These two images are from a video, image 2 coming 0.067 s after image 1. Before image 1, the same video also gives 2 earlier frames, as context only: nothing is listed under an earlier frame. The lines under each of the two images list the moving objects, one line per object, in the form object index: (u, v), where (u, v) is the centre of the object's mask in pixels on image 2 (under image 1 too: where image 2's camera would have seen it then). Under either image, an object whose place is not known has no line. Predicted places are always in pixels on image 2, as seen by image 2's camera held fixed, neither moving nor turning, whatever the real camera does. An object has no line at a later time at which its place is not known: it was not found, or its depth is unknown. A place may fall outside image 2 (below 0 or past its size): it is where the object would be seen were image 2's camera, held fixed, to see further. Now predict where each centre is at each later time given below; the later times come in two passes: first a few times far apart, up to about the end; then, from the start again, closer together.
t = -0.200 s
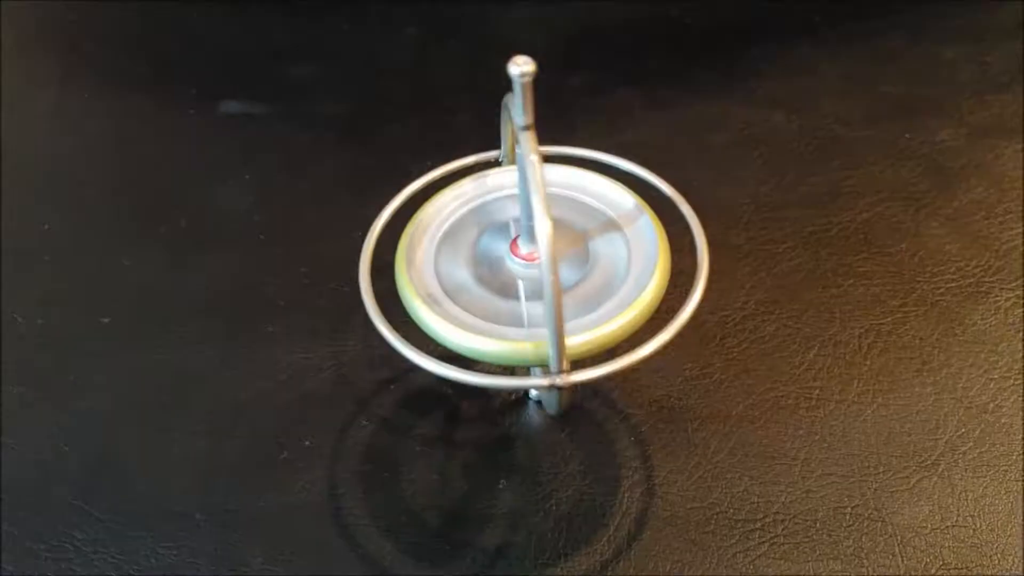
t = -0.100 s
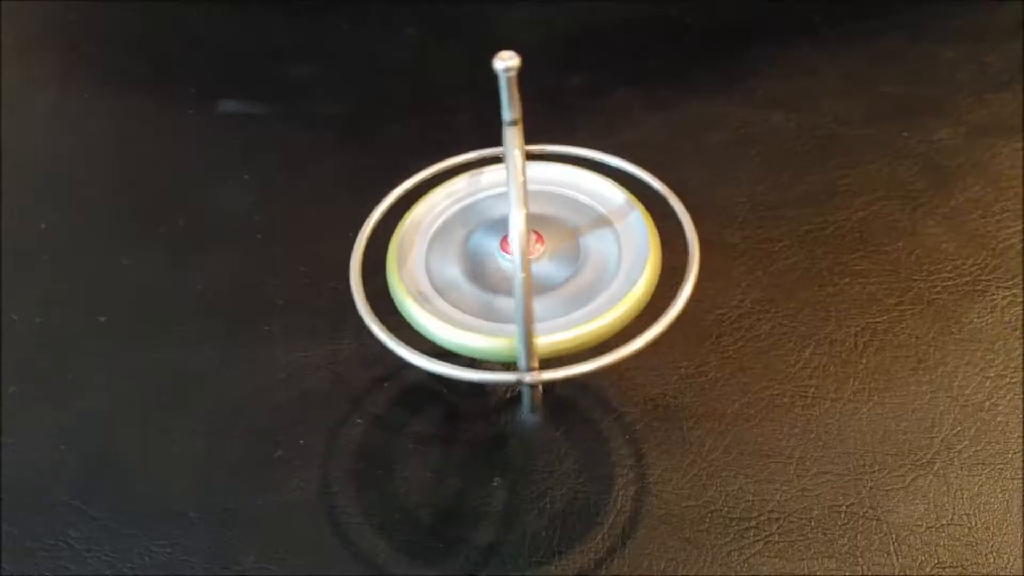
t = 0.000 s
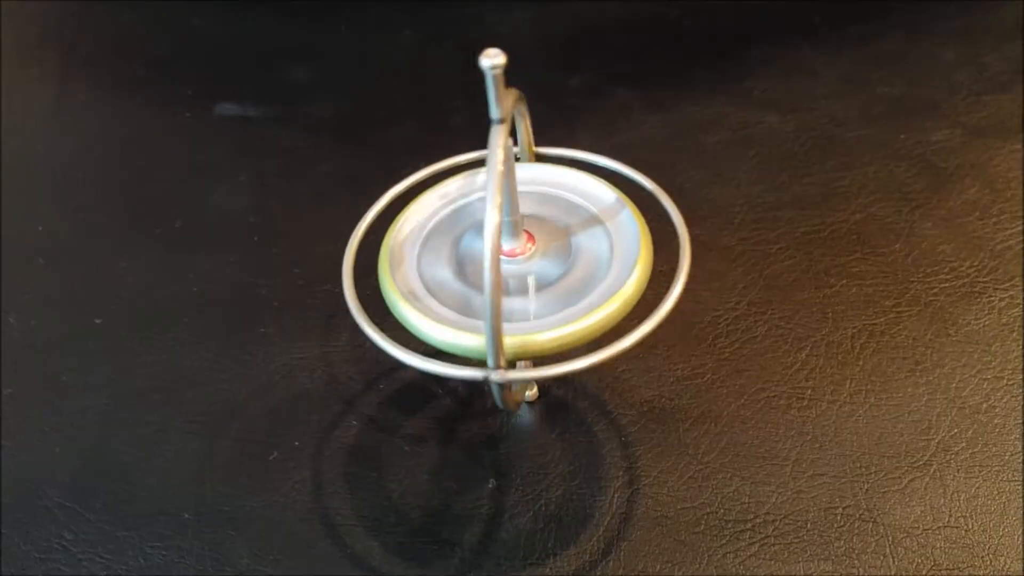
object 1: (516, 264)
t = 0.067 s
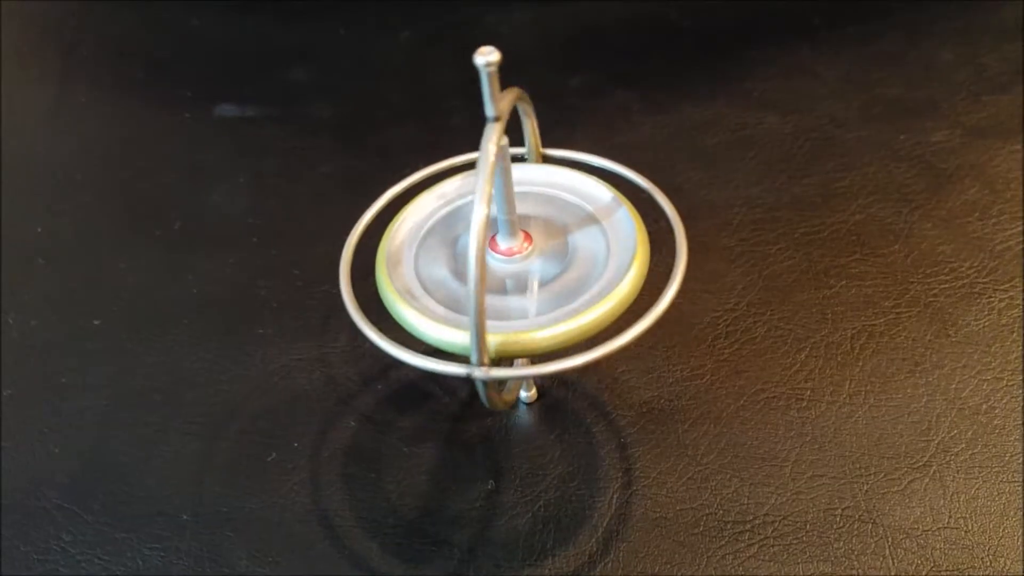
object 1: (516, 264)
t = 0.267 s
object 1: (517, 258)
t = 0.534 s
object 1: (533, 251)
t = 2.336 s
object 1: (495, 253)
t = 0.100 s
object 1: (516, 263)
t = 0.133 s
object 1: (516, 262)
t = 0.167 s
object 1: (516, 260)
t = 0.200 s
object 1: (516, 259)
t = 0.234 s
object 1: (516, 259)
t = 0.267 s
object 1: (517, 258)
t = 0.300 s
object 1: (517, 256)
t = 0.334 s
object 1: (518, 255)
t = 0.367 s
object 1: (539, 255)
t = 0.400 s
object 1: (537, 254)
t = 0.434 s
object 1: (536, 254)
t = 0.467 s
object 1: (535, 253)
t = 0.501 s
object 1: (534, 252)
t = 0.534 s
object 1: (533, 251)
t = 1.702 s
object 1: (523, 273)
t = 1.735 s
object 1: (522, 273)
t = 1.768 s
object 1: (520, 273)
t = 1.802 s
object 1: (516, 274)
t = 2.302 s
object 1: (494, 256)
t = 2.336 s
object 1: (495, 253)
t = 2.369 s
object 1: (497, 252)
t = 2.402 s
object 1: (499, 251)
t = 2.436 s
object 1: (502, 248)
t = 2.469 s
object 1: (505, 246)
